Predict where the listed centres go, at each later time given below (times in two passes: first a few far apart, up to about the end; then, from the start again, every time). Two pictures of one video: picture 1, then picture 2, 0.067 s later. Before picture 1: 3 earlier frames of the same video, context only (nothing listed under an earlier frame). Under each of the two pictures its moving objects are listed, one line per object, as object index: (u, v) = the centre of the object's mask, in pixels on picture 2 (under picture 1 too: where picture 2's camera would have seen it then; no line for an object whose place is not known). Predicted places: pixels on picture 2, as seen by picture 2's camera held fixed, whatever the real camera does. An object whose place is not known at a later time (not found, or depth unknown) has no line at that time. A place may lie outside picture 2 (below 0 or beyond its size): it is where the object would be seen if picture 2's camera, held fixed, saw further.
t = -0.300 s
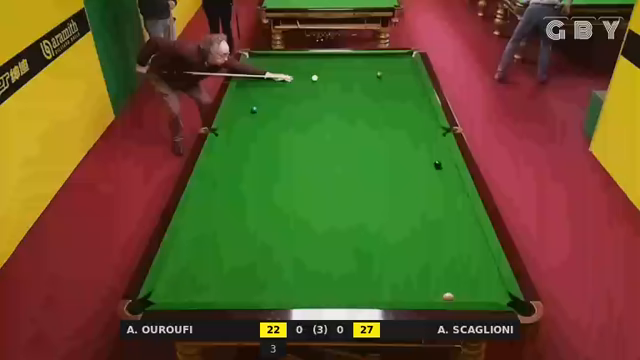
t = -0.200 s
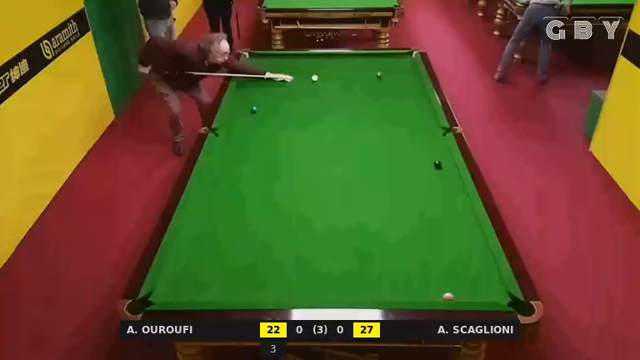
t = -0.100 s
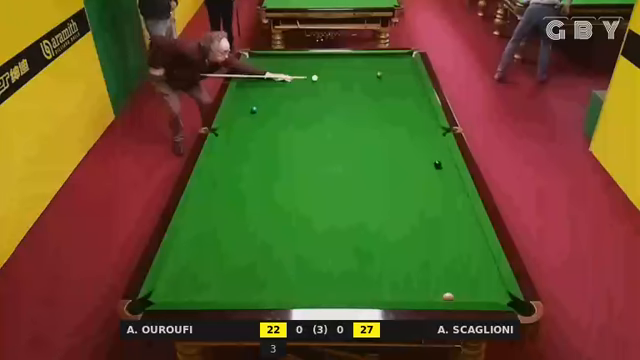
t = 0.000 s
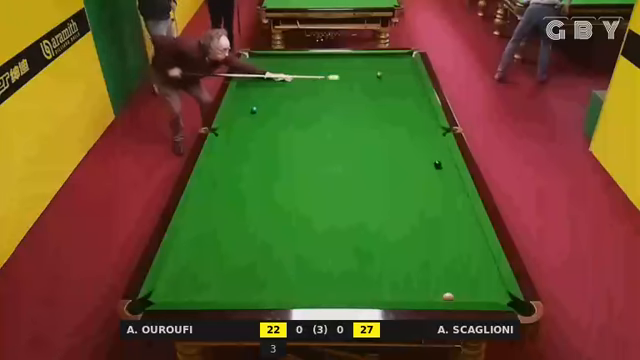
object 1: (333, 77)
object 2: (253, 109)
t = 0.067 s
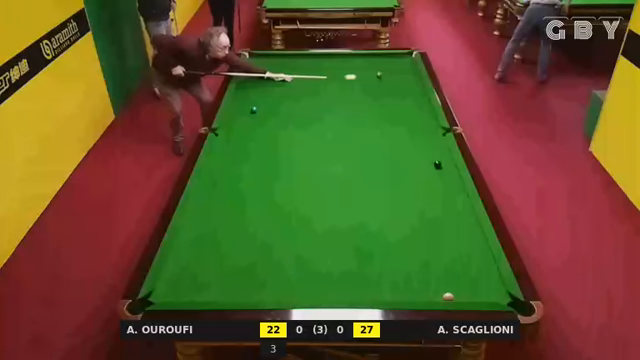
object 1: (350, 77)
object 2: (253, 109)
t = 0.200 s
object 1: (382, 77)
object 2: (253, 109)
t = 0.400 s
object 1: (419, 82)
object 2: (253, 109)
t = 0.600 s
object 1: (389, 86)
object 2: (253, 109)
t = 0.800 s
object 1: (363, 89)
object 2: (253, 109)
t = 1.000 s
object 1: (337, 92)
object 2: (253, 109)
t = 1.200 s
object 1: (311, 95)
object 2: (253, 109)
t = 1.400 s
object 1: (284, 99)
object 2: (253, 109)
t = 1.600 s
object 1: (258, 102)
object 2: (253, 109)
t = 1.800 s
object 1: (231, 105)
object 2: (253, 109)
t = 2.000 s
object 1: (247, 107)
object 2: (254, 109)
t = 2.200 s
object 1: (257, 106)
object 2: (260, 111)
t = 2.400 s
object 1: (265, 105)
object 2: (266, 114)
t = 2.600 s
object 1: (273, 103)
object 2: (271, 117)
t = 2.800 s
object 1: (280, 102)
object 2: (277, 120)
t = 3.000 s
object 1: (287, 101)
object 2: (283, 122)
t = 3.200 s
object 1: (293, 100)
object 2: (288, 125)
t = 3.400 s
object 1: (299, 99)
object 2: (293, 127)
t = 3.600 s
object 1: (305, 98)
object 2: (298, 129)
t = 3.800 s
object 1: (310, 97)
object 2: (303, 132)
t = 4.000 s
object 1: (314, 97)
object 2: (308, 133)
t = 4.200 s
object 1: (319, 96)
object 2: (312, 135)
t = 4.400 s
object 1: (323, 96)
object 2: (316, 137)
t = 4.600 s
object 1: (326, 95)
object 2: (319, 139)
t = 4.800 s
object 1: (329, 95)
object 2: (322, 140)
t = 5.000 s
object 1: (332, 95)
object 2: (325, 142)
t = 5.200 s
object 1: (335, 94)
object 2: (328, 143)
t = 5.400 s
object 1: (336, 95)
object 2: (330, 144)
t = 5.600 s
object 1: (338, 94)
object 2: (332, 146)
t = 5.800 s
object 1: (339, 94)
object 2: (334, 146)
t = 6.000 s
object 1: (340, 94)
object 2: (335, 147)
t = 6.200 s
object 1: (340, 94)
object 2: (337, 148)
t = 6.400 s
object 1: (340, 94)
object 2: (338, 148)
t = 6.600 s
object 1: (340, 94)
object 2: (338, 148)
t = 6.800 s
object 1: (340, 94)
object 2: (338, 149)
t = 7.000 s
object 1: (340, 94)
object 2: (338, 148)
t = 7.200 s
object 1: (340, 94)
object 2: (338, 148)
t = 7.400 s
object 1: (341, 94)
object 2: (338, 148)
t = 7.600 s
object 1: (341, 94)
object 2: (338, 148)
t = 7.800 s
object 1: (340, 94)
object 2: (338, 148)
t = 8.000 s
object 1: (341, 94)
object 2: (338, 148)
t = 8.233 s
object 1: (340, 94)
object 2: (338, 148)
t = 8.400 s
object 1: (340, 94)
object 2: (338, 148)
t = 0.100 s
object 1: (358, 76)
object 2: (253, 109)
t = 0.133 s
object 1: (367, 76)
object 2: (253, 109)
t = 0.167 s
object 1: (375, 76)
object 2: (253, 108)
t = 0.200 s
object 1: (382, 77)
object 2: (253, 109)
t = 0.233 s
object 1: (388, 78)
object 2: (253, 109)
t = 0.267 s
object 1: (394, 79)
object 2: (253, 109)
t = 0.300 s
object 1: (402, 80)
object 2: (253, 109)
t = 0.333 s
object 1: (408, 81)
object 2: (253, 109)
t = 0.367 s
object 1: (415, 81)
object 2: (253, 109)
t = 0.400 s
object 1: (419, 82)
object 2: (253, 109)
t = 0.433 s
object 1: (414, 83)
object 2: (253, 109)
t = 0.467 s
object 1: (409, 83)
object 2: (253, 109)
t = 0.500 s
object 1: (403, 84)
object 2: (253, 109)
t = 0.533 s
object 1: (398, 84)
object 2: (253, 109)
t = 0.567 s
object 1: (394, 85)
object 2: (253, 109)
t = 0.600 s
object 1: (389, 86)
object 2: (253, 109)
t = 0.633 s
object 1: (385, 86)
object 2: (253, 109)
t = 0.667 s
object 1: (380, 87)
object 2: (253, 109)
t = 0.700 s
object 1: (376, 87)
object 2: (253, 109)
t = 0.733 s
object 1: (372, 88)
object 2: (253, 109)
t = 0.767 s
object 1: (368, 88)
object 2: (253, 109)
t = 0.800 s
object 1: (363, 89)
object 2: (253, 109)
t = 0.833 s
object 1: (359, 89)
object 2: (253, 109)
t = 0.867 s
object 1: (354, 90)
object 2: (253, 109)
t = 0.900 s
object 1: (350, 91)
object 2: (253, 109)
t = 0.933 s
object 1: (346, 91)
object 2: (253, 109)
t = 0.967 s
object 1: (341, 92)
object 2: (253, 109)
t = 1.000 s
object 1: (337, 92)
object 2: (253, 109)
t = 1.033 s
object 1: (333, 93)
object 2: (253, 109)
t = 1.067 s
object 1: (328, 93)
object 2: (253, 109)
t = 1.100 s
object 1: (324, 94)
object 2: (253, 109)
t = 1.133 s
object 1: (320, 94)
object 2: (253, 109)
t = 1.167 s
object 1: (315, 95)
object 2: (253, 109)
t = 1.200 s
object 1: (311, 95)
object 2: (253, 109)
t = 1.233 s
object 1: (306, 96)
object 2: (253, 109)
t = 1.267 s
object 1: (302, 96)
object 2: (253, 109)
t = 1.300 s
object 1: (297, 97)
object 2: (253, 109)
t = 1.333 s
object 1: (293, 98)
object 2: (253, 109)
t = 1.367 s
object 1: (289, 98)
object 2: (253, 109)
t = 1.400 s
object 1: (284, 99)
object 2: (253, 109)
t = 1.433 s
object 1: (280, 99)
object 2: (253, 109)
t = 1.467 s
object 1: (276, 100)
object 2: (253, 109)
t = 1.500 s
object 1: (271, 100)
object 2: (253, 109)
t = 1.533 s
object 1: (267, 101)
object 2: (253, 109)
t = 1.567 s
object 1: (262, 101)
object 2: (253, 109)
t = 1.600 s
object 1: (258, 102)
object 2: (253, 109)
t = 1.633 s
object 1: (253, 102)
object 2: (253, 109)
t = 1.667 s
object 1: (249, 103)
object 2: (253, 109)
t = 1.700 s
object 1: (244, 103)
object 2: (254, 109)
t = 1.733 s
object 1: (240, 104)
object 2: (253, 109)
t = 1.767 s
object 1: (235, 105)
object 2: (254, 109)
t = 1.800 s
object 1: (231, 105)
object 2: (253, 109)
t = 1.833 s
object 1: (233, 105)
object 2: (253, 109)
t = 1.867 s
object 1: (236, 106)
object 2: (254, 109)
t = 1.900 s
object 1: (239, 106)
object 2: (254, 109)
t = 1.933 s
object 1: (242, 106)
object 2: (254, 109)
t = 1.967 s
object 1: (245, 107)
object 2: (254, 109)
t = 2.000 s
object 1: (247, 107)
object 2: (254, 109)
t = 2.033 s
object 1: (249, 107)
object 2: (254, 109)
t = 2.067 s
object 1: (251, 107)
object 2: (256, 110)
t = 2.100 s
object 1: (252, 106)
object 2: (257, 110)
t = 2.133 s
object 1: (253, 106)
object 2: (258, 111)
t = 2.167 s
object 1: (255, 106)
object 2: (259, 111)
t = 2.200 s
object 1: (257, 106)
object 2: (260, 111)
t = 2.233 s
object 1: (258, 106)
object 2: (261, 112)
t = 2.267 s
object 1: (260, 105)
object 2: (262, 112)
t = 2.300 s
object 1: (261, 105)
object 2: (263, 113)
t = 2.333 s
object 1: (262, 105)
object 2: (264, 113)
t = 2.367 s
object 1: (264, 105)
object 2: (265, 114)
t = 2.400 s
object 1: (265, 105)
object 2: (266, 114)
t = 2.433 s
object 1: (266, 104)
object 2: (267, 115)
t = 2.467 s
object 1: (267, 104)
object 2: (268, 115)
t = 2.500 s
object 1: (269, 104)
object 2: (269, 116)
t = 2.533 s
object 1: (270, 104)
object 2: (270, 116)
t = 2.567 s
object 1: (271, 103)
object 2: (271, 116)
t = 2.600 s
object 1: (273, 103)
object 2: (271, 117)
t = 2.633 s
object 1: (274, 103)
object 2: (273, 117)
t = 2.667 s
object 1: (275, 103)
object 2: (274, 118)
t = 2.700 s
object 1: (276, 102)
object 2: (274, 118)
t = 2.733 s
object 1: (278, 102)
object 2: (275, 119)
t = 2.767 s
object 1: (279, 102)
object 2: (276, 119)
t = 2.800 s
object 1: (280, 102)
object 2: (277, 120)
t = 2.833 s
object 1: (281, 102)
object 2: (278, 120)
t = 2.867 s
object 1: (282, 101)
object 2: (279, 120)
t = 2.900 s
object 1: (283, 101)
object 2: (280, 121)
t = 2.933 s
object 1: (284, 101)
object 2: (281, 122)
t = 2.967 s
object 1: (286, 101)
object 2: (282, 122)
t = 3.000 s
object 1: (287, 101)
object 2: (283, 122)
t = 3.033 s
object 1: (288, 101)
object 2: (284, 123)
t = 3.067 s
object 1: (289, 100)
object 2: (285, 123)
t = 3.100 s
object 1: (290, 100)
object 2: (286, 124)
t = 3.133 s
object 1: (291, 100)
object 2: (287, 124)
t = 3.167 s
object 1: (292, 100)
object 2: (288, 124)
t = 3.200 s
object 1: (293, 100)
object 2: (288, 125)
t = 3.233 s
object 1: (294, 100)
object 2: (289, 125)
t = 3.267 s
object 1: (295, 99)
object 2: (290, 125)
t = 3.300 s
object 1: (296, 99)
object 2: (291, 126)
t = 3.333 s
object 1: (297, 99)
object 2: (292, 126)
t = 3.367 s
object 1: (298, 99)
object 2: (292, 127)
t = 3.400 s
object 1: (299, 99)
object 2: (293, 127)
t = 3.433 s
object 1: (300, 99)
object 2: (294, 127)
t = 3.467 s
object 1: (301, 99)
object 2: (295, 128)
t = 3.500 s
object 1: (302, 98)
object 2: (296, 128)
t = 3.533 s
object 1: (303, 98)
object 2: (297, 128)
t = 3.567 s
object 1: (304, 98)
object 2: (298, 129)
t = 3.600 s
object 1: (305, 98)
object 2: (298, 129)
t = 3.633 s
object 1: (306, 98)
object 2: (299, 129)
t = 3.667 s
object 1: (306, 98)
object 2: (300, 130)
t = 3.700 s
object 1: (307, 98)
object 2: (301, 130)
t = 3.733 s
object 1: (308, 97)
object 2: (301, 131)
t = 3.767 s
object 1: (309, 97)
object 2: (302, 131)
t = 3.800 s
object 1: (310, 97)
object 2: (303, 132)
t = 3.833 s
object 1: (311, 97)
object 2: (304, 132)
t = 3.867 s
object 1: (311, 97)
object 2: (304, 132)
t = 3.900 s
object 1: (312, 97)
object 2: (305, 132)
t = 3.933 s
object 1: (313, 97)
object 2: (306, 133)
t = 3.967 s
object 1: (314, 97)
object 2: (307, 133)
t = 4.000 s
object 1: (314, 97)
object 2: (308, 133)
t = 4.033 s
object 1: (315, 97)
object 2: (308, 134)
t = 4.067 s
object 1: (316, 96)
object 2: (309, 134)
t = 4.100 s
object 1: (317, 96)
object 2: (310, 134)
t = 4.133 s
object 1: (317, 96)
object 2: (310, 135)
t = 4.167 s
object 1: (318, 96)
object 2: (311, 135)
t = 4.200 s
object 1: (319, 96)
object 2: (312, 135)
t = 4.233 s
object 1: (319, 96)
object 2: (312, 136)
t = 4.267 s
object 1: (320, 96)
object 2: (313, 136)
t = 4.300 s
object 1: (321, 96)
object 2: (314, 136)
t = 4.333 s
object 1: (321, 96)
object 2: (314, 137)
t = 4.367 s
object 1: (322, 96)
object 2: (315, 137)
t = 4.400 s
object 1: (323, 96)
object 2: (316, 137)
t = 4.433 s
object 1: (324, 96)
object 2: (316, 137)
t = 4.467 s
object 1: (324, 96)
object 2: (317, 138)
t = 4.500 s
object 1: (325, 96)
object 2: (317, 138)
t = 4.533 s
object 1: (325, 95)
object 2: (318, 138)
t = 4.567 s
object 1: (326, 95)
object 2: (319, 138)
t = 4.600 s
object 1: (326, 95)
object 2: (319, 139)
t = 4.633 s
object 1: (327, 95)
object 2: (319, 139)
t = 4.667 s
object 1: (327, 95)
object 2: (320, 139)
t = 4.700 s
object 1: (328, 95)
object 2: (320, 140)
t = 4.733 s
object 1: (328, 95)
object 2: (321, 140)
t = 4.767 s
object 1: (329, 95)
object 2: (322, 140)
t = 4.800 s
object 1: (329, 95)
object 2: (322, 140)
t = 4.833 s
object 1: (330, 95)
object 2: (323, 141)
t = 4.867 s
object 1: (330, 95)
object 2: (323, 141)
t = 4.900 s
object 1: (331, 95)
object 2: (324, 141)
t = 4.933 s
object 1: (331, 95)
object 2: (324, 141)
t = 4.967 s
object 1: (332, 95)
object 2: (325, 142)
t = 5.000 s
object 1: (332, 95)
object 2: (325, 142)
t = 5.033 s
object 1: (333, 95)
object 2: (325, 142)
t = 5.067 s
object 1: (333, 95)
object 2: (326, 142)
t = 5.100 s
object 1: (333, 95)
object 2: (326, 143)
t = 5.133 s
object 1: (334, 95)
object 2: (327, 143)
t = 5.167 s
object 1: (334, 95)
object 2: (327, 143)
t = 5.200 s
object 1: (335, 94)
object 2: (328, 143)
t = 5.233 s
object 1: (335, 95)
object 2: (328, 143)
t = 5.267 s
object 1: (335, 95)
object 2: (329, 144)
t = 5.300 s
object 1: (336, 94)
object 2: (329, 144)
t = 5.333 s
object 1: (336, 94)
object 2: (329, 144)
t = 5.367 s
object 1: (336, 95)
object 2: (330, 144)
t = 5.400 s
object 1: (336, 95)
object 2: (330, 144)
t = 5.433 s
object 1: (337, 94)
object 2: (330, 145)
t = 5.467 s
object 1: (337, 94)
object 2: (331, 145)
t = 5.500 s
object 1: (337, 94)
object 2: (331, 145)
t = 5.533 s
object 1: (338, 94)
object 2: (331, 145)
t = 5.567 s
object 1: (338, 94)
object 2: (332, 145)
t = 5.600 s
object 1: (338, 94)
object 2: (332, 146)
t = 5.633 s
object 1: (338, 94)
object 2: (332, 146)
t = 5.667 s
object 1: (339, 94)
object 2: (333, 146)
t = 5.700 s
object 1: (339, 94)
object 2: (333, 146)
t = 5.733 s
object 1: (339, 94)
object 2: (333, 146)
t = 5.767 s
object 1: (339, 94)
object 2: (333, 146)
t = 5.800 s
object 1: (339, 94)
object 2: (334, 146)
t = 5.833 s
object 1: (339, 94)
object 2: (334, 147)
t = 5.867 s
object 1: (339, 94)
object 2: (334, 147)
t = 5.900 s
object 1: (339, 94)
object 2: (335, 147)
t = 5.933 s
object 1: (340, 94)
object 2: (335, 147)
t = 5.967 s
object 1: (340, 94)
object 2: (335, 147)
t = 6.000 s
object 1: (340, 94)
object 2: (335, 147)
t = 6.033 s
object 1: (340, 94)
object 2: (336, 147)
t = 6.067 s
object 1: (340, 94)
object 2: (336, 147)
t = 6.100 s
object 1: (340, 94)
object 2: (336, 147)
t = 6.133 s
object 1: (340, 94)
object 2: (336, 148)
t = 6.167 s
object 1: (340, 94)
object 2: (337, 148)
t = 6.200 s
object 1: (340, 94)
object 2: (337, 148)
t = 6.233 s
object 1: (340, 94)
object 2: (337, 148)
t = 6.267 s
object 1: (340, 94)
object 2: (337, 148)
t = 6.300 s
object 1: (340, 94)
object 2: (337, 148)
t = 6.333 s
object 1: (340, 94)
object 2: (337, 148)
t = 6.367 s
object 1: (340, 94)
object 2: (337, 148)
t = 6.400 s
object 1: (340, 94)
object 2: (338, 148)
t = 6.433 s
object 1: (340, 94)
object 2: (338, 148)
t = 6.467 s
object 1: (340, 94)
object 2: (338, 148)
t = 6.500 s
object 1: (340, 94)
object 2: (338, 148)
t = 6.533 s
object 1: (340, 94)
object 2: (338, 148)
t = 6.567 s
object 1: (340, 94)
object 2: (338, 148)
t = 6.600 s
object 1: (340, 94)
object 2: (338, 148)
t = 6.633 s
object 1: (340, 94)
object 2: (338, 148)
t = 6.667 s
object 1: (340, 94)
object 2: (338, 148)
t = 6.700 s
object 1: (340, 94)
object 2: (338, 148)
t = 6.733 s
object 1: (340, 94)
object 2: (338, 148)
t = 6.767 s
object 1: (340, 94)
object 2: (338, 149)
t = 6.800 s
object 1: (340, 94)
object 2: (338, 149)
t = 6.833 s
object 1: (340, 94)
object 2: (338, 149)
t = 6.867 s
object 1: (340, 94)
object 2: (338, 148)
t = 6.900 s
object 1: (340, 94)
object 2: (338, 148)
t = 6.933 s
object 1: (340, 94)
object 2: (338, 148)
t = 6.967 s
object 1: (340, 94)
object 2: (338, 148)
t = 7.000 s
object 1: (340, 94)
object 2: (338, 148)
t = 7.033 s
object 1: (340, 94)
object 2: (338, 148)
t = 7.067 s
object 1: (340, 94)
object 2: (338, 148)
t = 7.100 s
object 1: (340, 94)
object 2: (338, 148)
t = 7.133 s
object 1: (340, 94)
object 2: (338, 148)
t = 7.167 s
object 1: (340, 94)
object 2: (338, 148)
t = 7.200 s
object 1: (340, 94)
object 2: (338, 148)
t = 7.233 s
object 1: (340, 94)
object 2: (338, 148)
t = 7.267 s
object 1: (340, 94)
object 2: (338, 148)
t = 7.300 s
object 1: (340, 94)
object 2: (338, 148)
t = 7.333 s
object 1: (340, 94)
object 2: (338, 148)
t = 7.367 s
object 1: (340, 94)
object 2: (338, 148)
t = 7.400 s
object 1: (341, 94)
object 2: (338, 148)
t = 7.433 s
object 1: (341, 94)
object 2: (338, 148)
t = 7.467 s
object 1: (341, 94)
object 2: (338, 148)
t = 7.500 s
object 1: (341, 94)
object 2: (338, 148)
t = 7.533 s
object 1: (341, 94)
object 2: (338, 148)
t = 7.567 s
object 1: (341, 94)
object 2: (338, 148)
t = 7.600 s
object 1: (341, 94)
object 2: (338, 148)
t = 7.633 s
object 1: (341, 94)
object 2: (338, 148)
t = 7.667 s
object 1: (341, 94)
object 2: (338, 148)
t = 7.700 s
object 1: (340, 94)
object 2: (338, 148)
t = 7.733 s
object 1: (340, 94)
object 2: (338, 148)
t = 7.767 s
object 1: (341, 94)
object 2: (338, 148)
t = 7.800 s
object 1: (340, 94)
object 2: (338, 148)
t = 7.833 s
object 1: (340, 94)
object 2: (338, 148)
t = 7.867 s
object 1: (341, 94)
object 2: (338, 148)
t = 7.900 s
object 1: (340, 94)
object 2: (338, 148)
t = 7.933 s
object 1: (340, 94)
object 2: (338, 148)
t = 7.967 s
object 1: (340, 94)
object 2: (338, 148)
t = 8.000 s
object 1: (341, 94)
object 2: (338, 148)
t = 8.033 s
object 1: (340, 94)
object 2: (338, 148)
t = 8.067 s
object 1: (340, 94)
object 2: (338, 148)
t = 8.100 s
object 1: (340, 94)
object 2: (338, 148)
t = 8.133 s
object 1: (340, 94)
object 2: (338, 148)
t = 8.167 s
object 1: (340, 94)
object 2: (338, 148)
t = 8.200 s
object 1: (340, 94)
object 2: (338, 148)
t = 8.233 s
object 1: (340, 94)
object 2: (338, 148)
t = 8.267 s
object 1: (340, 94)
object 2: (338, 148)
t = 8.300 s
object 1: (340, 94)
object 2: (338, 148)
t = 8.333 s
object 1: (340, 94)
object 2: (338, 148)
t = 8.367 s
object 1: (340, 94)
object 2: (338, 148)
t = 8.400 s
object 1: (340, 94)
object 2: (338, 148)
